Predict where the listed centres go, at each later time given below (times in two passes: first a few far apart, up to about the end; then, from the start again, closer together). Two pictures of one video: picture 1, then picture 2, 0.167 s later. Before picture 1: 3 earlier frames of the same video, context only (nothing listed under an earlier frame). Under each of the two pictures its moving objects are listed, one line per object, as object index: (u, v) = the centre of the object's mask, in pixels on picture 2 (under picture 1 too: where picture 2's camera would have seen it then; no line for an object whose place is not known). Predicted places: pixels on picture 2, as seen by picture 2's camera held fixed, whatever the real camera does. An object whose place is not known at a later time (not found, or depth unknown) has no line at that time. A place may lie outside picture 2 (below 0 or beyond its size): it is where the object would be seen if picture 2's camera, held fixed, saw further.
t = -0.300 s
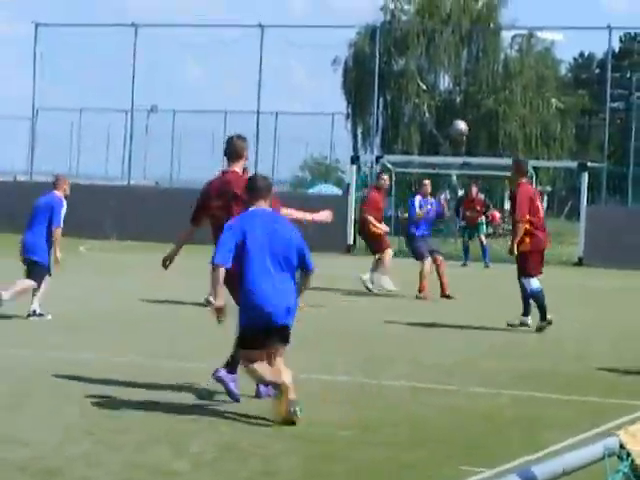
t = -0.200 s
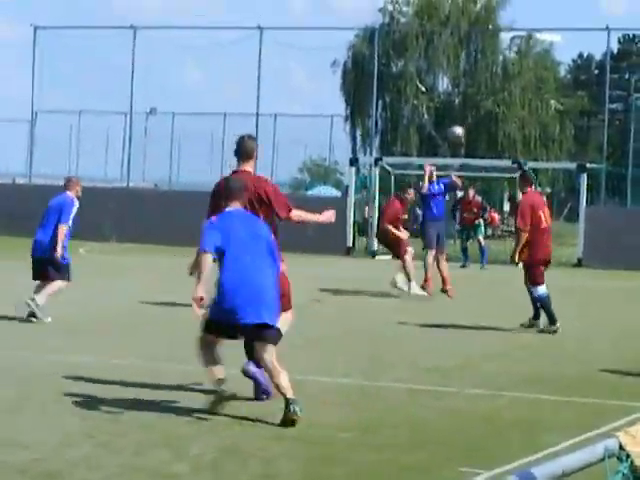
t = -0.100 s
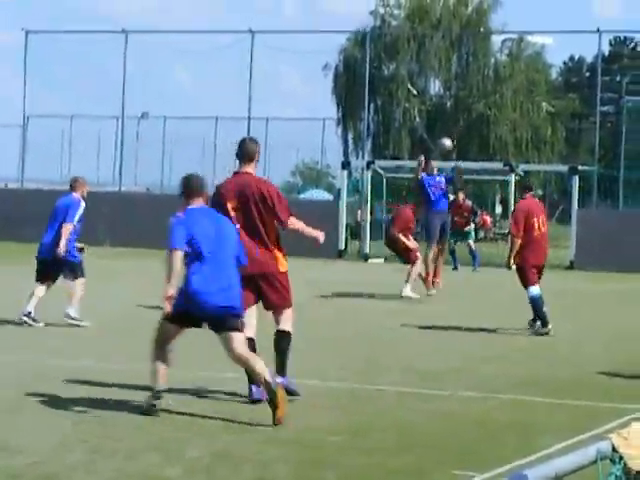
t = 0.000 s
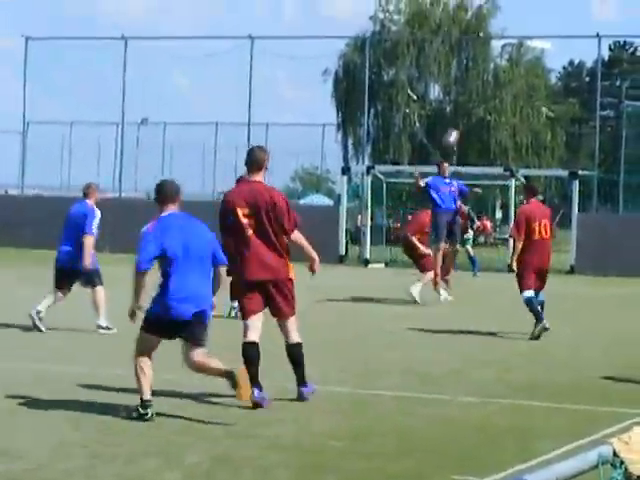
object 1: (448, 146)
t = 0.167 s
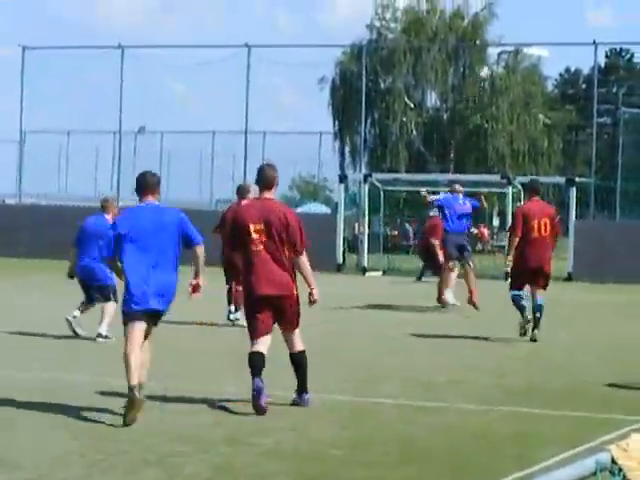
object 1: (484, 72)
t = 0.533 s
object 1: (545, 2)
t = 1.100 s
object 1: (629, 50)
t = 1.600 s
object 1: (687, 249)
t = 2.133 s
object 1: (716, 151)
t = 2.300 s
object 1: (723, 130)
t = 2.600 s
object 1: (732, 131)
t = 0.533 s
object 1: (545, 2)
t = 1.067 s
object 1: (624, 48)
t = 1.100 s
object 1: (629, 50)
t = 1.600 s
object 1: (687, 249)
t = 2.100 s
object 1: (715, 157)
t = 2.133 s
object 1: (716, 151)
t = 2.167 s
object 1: (717, 146)
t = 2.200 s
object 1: (718, 141)
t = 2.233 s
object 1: (720, 137)
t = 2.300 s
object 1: (723, 130)
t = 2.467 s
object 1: (728, 125)
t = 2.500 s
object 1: (730, 126)
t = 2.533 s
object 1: (731, 126)
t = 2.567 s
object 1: (731, 128)
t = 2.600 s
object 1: (732, 131)
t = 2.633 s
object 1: (734, 135)
